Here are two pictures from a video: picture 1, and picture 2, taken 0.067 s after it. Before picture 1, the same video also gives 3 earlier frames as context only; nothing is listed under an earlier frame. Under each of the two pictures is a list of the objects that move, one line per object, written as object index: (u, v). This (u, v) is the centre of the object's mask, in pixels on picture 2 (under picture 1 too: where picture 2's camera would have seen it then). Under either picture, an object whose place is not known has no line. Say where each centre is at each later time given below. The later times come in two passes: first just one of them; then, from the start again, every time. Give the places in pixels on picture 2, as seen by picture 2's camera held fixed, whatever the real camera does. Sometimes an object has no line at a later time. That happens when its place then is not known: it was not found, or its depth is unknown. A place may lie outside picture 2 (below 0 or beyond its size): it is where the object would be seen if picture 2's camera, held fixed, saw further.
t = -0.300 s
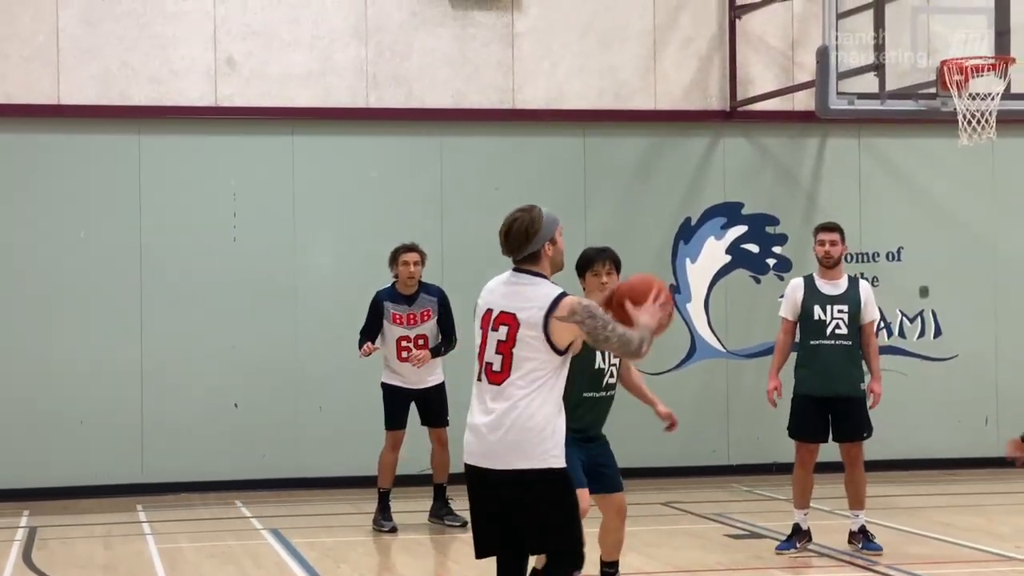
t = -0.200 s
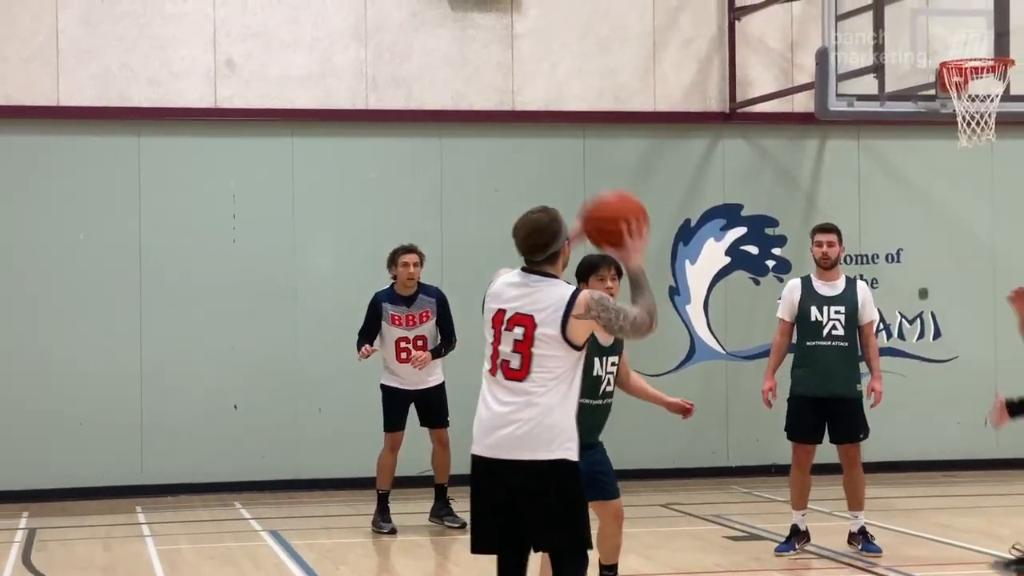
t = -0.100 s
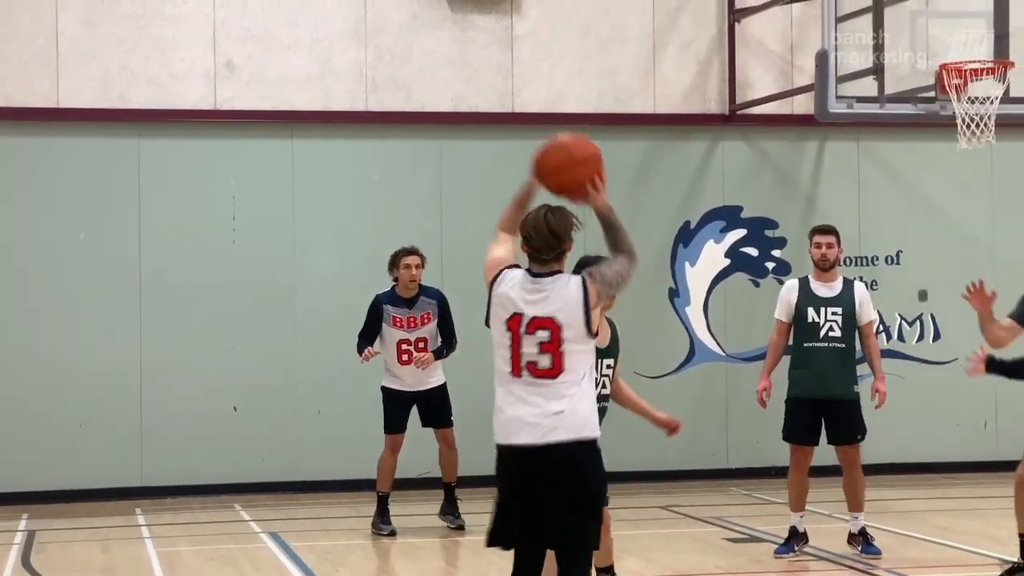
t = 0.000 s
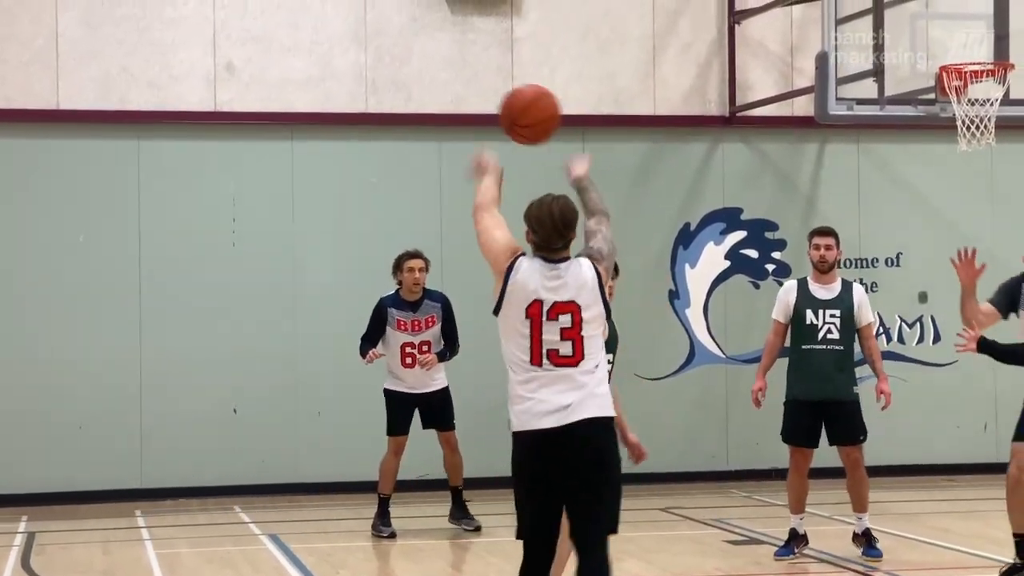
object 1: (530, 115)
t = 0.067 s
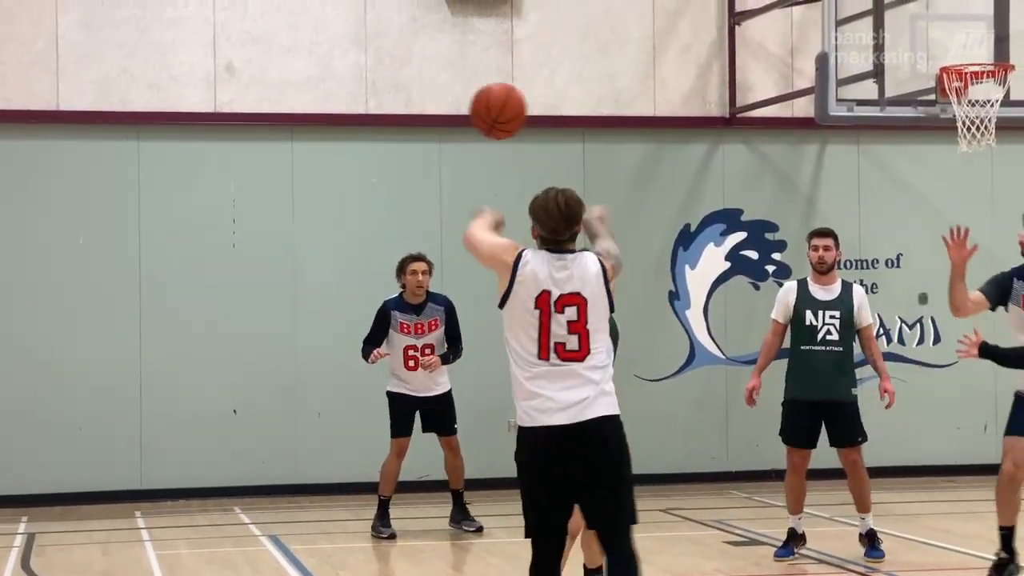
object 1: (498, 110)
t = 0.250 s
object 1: (430, 146)
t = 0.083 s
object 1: (491, 110)
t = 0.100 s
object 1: (484, 112)
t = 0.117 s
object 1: (477, 113)
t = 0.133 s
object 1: (471, 116)
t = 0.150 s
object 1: (464, 119)
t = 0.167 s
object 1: (458, 123)
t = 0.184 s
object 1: (452, 126)
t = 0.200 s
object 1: (446, 132)
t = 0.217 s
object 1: (441, 136)
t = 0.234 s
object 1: (435, 140)
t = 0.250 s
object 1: (430, 146)
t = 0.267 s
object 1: (425, 153)
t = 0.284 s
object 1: (420, 159)
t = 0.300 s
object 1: (415, 165)
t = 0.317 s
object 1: (411, 173)
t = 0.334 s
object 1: (407, 180)
